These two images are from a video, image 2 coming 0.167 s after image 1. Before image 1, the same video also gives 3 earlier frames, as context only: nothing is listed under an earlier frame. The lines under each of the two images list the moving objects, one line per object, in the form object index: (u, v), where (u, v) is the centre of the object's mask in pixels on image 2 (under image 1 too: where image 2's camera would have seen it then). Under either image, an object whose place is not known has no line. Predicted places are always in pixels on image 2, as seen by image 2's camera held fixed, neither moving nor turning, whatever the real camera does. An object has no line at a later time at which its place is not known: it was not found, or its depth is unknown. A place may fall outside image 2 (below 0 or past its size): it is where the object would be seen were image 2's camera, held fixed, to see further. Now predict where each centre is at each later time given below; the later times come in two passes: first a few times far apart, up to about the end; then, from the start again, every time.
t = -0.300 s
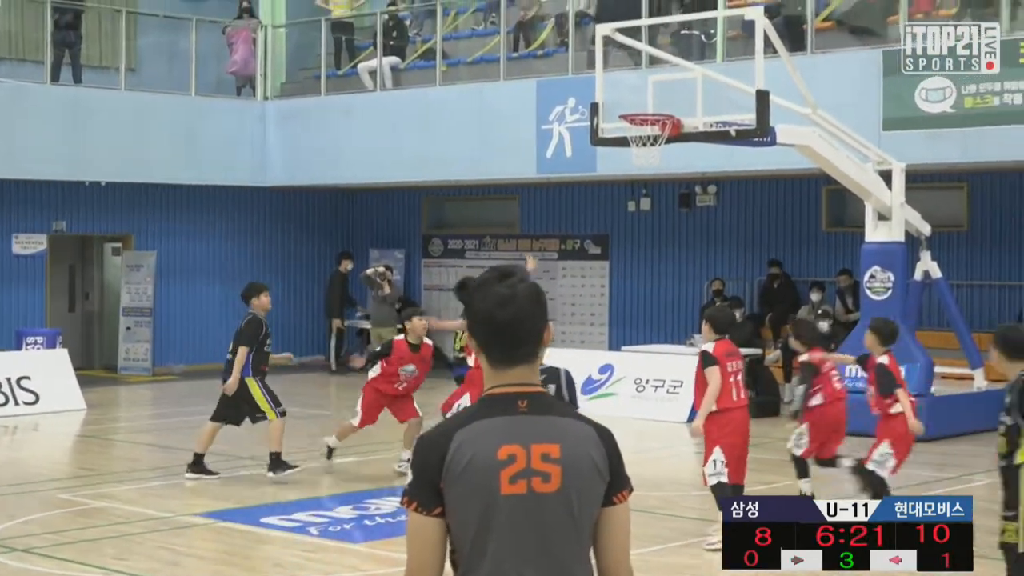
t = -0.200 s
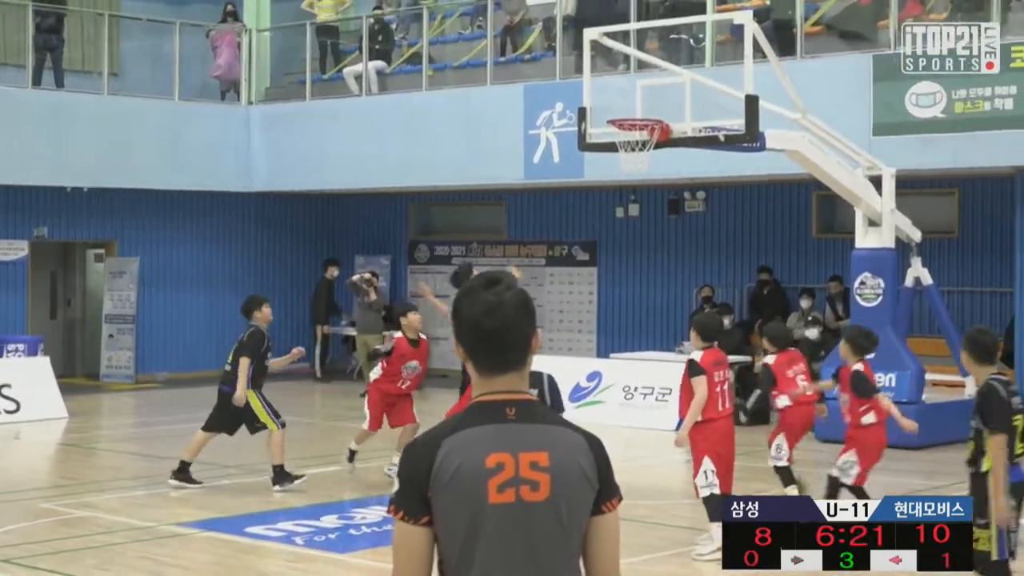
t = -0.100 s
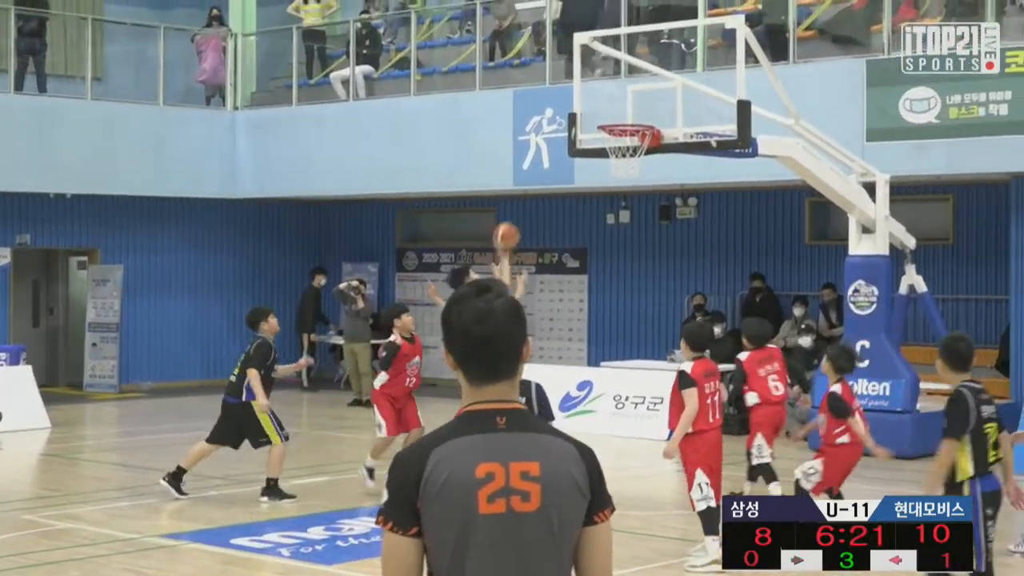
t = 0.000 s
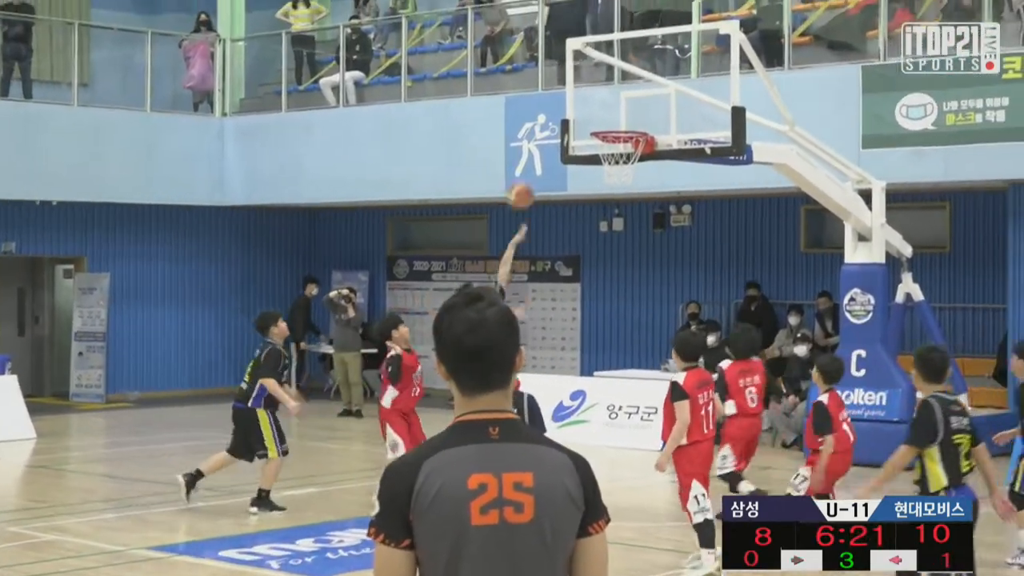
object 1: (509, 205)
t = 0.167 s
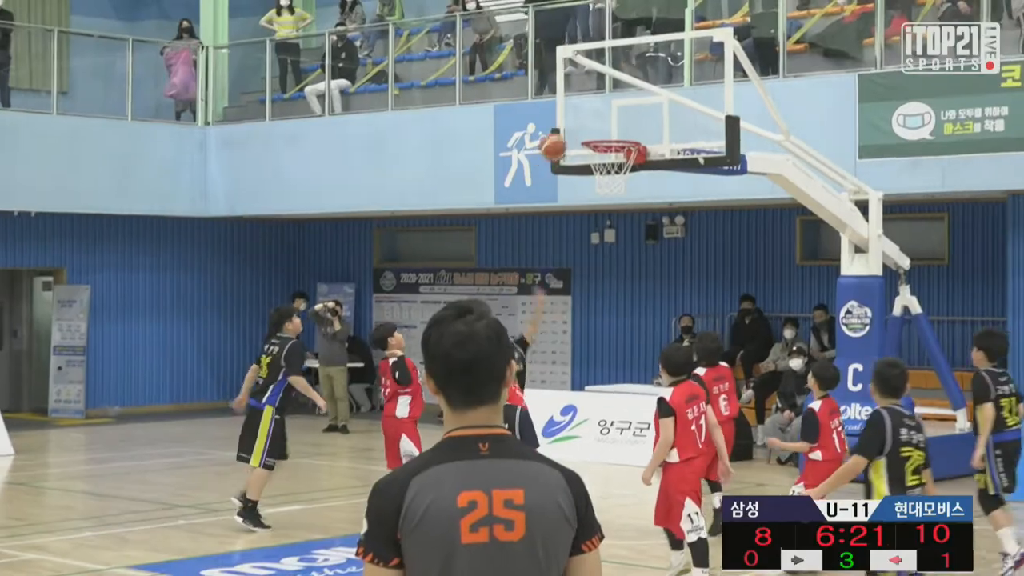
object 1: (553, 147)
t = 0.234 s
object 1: (570, 133)
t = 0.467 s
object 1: (604, 120)
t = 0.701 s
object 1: (598, 165)
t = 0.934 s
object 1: (600, 211)
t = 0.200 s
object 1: (562, 140)
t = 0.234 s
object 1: (570, 133)
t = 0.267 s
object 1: (578, 128)
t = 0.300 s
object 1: (587, 124)
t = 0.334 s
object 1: (595, 121)
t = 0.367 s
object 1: (603, 120)
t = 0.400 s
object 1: (606, 119)
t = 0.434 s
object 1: (605, 119)
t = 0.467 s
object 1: (604, 120)
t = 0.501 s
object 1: (603, 123)
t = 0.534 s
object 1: (602, 127)
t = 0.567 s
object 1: (601, 131)
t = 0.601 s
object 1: (601, 138)
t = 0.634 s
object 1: (599, 148)
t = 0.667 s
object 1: (598, 156)
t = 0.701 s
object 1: (598, 165)
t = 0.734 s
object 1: (597, 173)
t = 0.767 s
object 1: (597, 176)
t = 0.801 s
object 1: (597, 179)
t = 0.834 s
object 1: (598, 188)
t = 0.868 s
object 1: (598, 193)
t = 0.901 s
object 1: (599, 202)
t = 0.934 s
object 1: (600, 211)
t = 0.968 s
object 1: (603, 222)
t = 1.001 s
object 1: (603, 234)
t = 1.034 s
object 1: (605, 249)
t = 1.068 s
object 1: (608, 264)
